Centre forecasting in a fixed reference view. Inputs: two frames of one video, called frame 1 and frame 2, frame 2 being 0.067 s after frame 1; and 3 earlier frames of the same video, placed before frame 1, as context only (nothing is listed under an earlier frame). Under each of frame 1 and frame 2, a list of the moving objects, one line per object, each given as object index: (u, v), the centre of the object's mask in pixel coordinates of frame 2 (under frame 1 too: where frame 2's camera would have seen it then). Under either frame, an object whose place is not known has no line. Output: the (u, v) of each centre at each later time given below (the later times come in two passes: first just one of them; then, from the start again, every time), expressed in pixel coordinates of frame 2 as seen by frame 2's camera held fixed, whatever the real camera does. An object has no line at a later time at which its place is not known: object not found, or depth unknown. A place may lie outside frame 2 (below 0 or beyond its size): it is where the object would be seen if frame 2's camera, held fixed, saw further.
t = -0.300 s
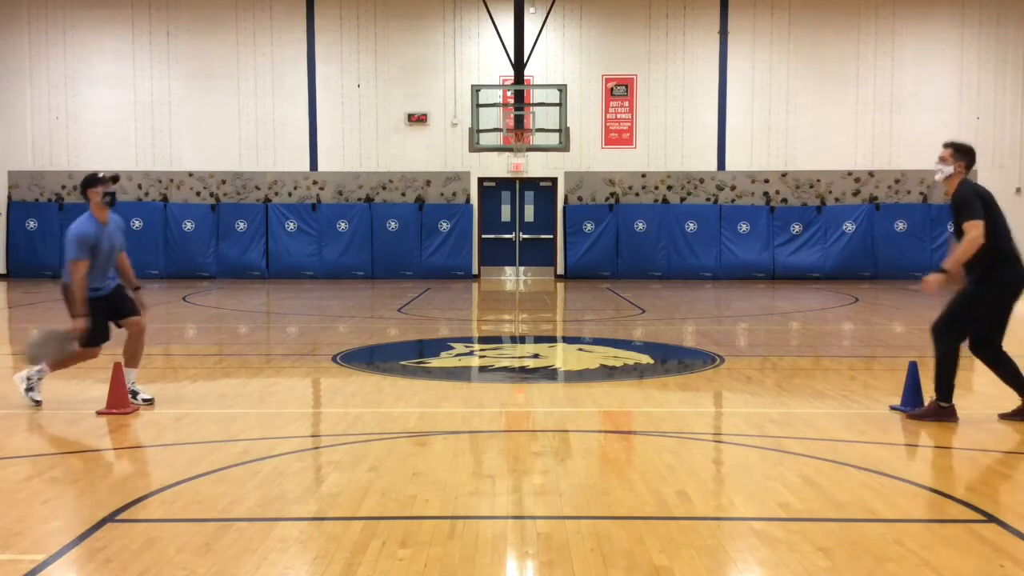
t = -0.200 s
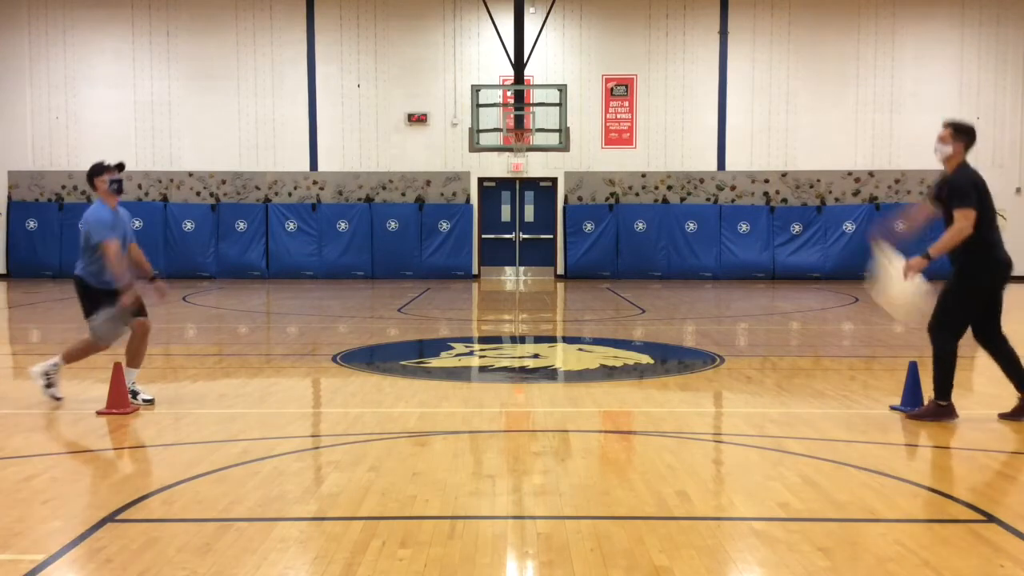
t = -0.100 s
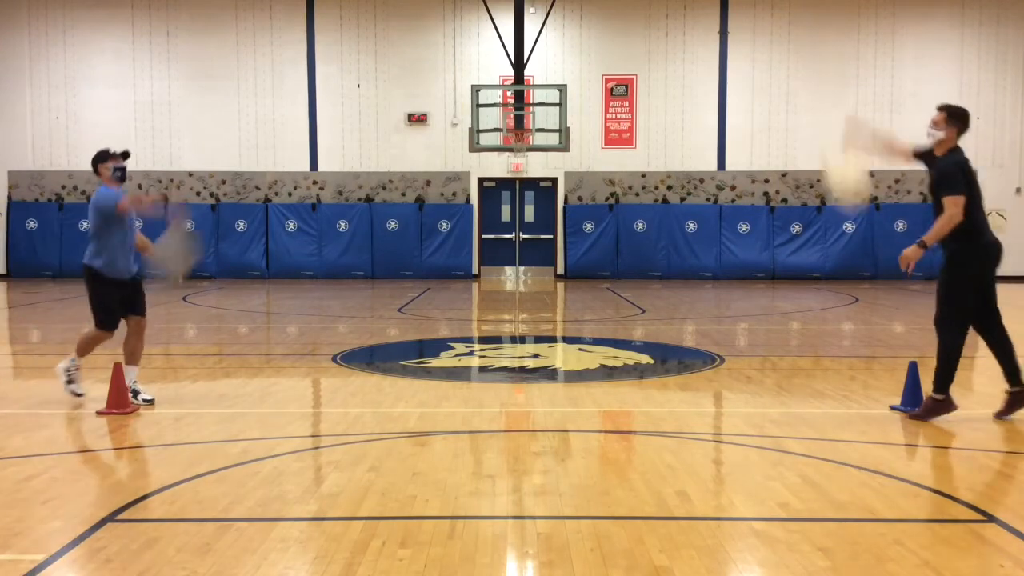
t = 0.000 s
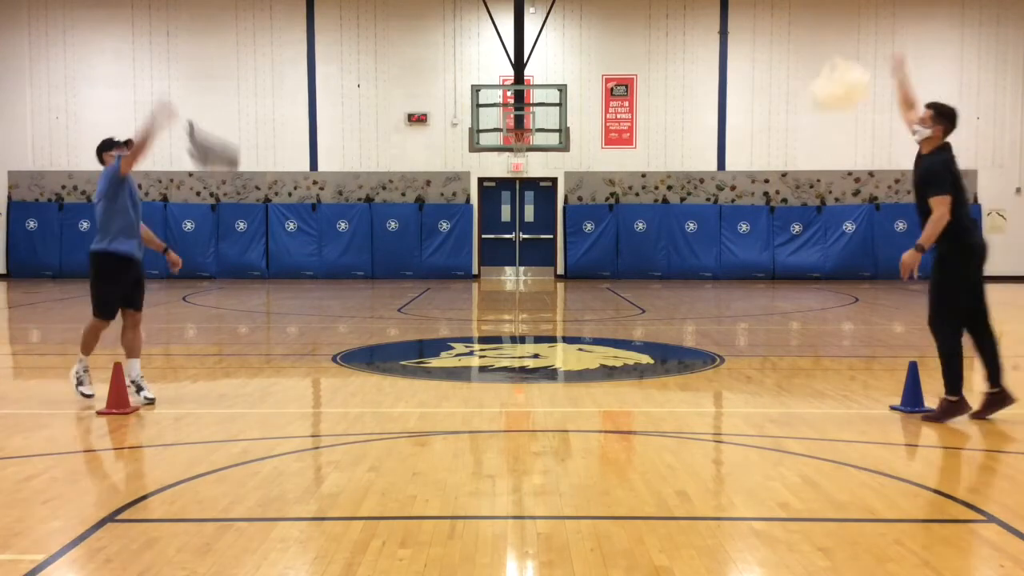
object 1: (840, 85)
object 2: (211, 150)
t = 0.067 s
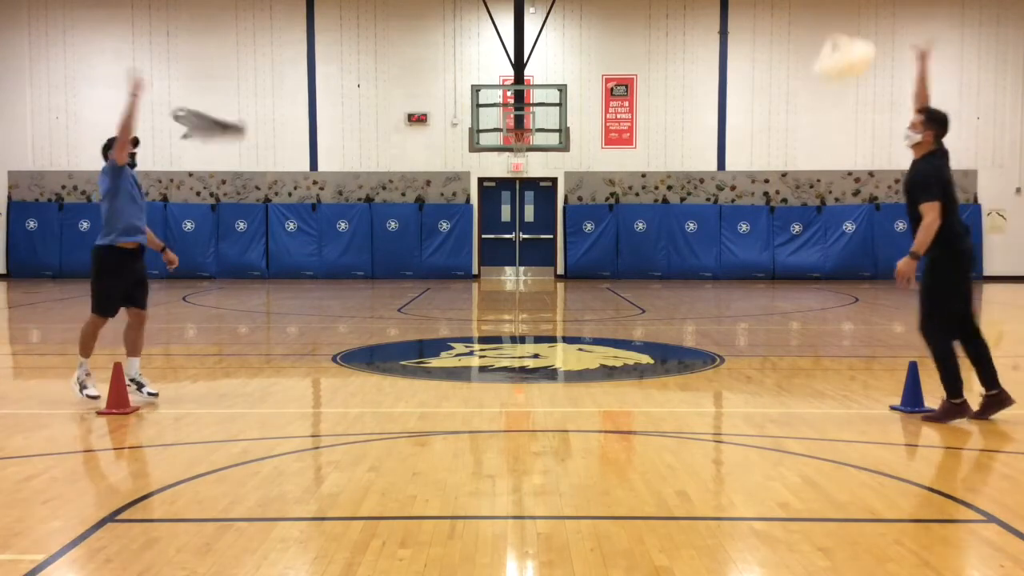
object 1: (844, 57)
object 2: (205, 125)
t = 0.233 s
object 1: (849, 15)
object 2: (216, 102)
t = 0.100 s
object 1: (845, 46)
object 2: (204, 118)
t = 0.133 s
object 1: (846, 35)
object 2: (209, 113)
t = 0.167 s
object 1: (848, 25)
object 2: (211, 109)
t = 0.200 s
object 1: (849, 19)
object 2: (214, 105)
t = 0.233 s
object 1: (849, 15)
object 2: (216, 102)
